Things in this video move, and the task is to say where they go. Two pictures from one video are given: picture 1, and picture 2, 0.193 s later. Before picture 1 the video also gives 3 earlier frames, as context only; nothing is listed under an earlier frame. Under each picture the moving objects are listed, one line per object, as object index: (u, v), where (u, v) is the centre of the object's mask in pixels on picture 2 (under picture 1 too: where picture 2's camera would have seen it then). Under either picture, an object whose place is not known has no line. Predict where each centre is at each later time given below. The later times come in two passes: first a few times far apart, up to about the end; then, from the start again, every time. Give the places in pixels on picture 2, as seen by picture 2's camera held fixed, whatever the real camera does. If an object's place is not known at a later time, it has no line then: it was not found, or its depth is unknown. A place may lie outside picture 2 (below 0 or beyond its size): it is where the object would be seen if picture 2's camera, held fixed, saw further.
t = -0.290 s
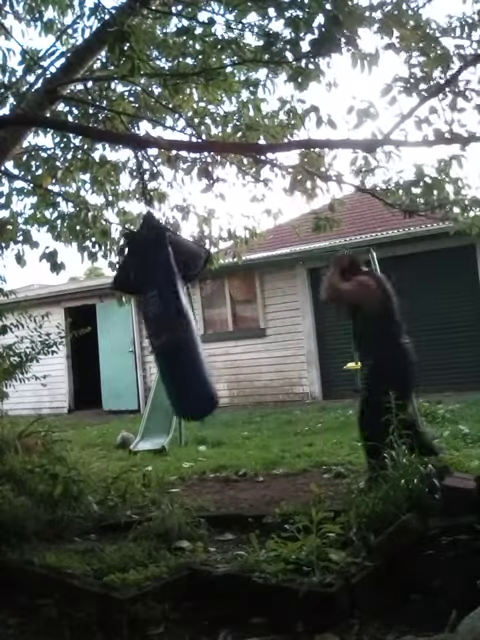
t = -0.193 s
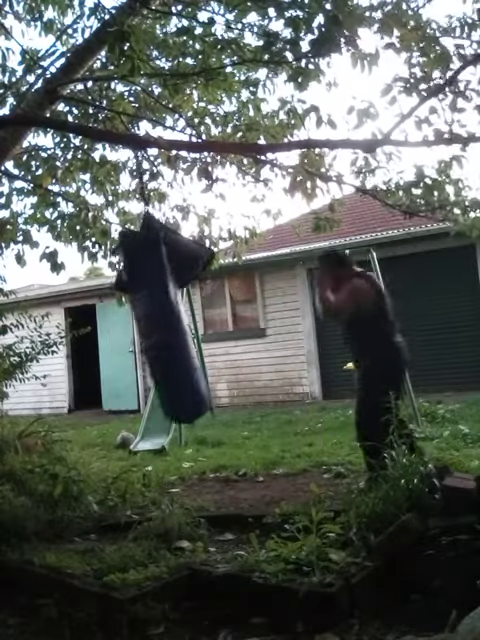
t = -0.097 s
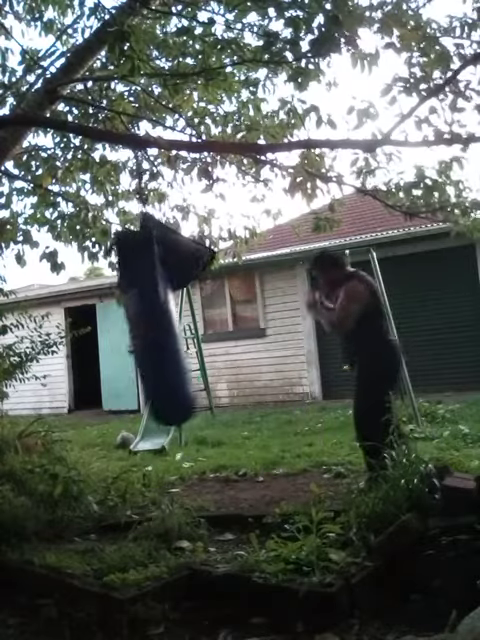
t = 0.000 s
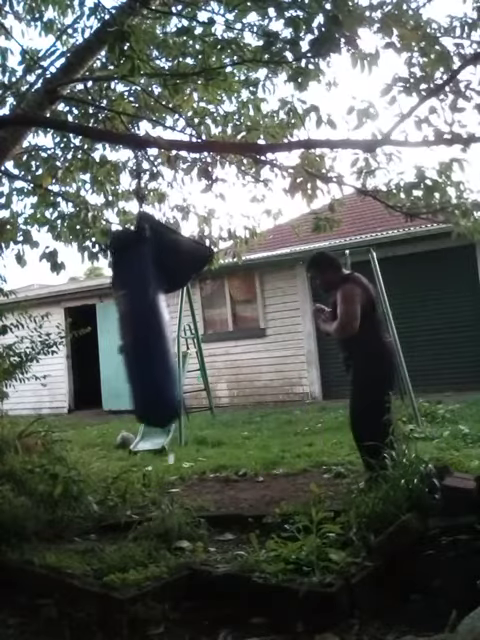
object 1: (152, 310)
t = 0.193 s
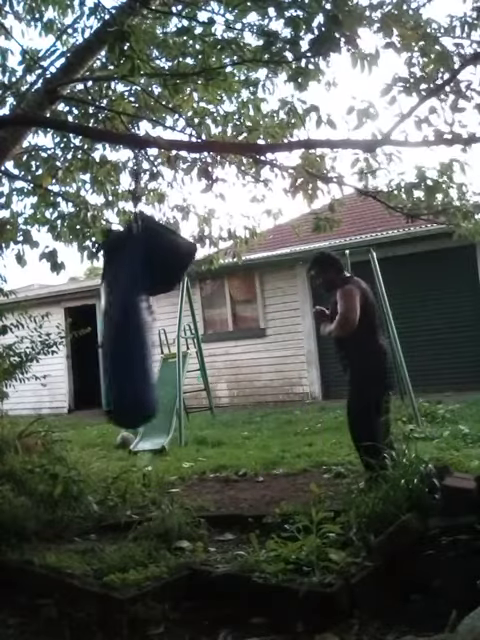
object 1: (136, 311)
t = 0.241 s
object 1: (131, 314)
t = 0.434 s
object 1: (121, 317)
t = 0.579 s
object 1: (120, 319)
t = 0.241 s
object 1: (131, 314)
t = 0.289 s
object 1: (128, 315)
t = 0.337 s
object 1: (126, 316)
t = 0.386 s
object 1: (123, 317)
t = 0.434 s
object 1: (121, 317)
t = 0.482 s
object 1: (120, 318)
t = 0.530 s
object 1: (120, 318)
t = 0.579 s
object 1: (120, 319)
